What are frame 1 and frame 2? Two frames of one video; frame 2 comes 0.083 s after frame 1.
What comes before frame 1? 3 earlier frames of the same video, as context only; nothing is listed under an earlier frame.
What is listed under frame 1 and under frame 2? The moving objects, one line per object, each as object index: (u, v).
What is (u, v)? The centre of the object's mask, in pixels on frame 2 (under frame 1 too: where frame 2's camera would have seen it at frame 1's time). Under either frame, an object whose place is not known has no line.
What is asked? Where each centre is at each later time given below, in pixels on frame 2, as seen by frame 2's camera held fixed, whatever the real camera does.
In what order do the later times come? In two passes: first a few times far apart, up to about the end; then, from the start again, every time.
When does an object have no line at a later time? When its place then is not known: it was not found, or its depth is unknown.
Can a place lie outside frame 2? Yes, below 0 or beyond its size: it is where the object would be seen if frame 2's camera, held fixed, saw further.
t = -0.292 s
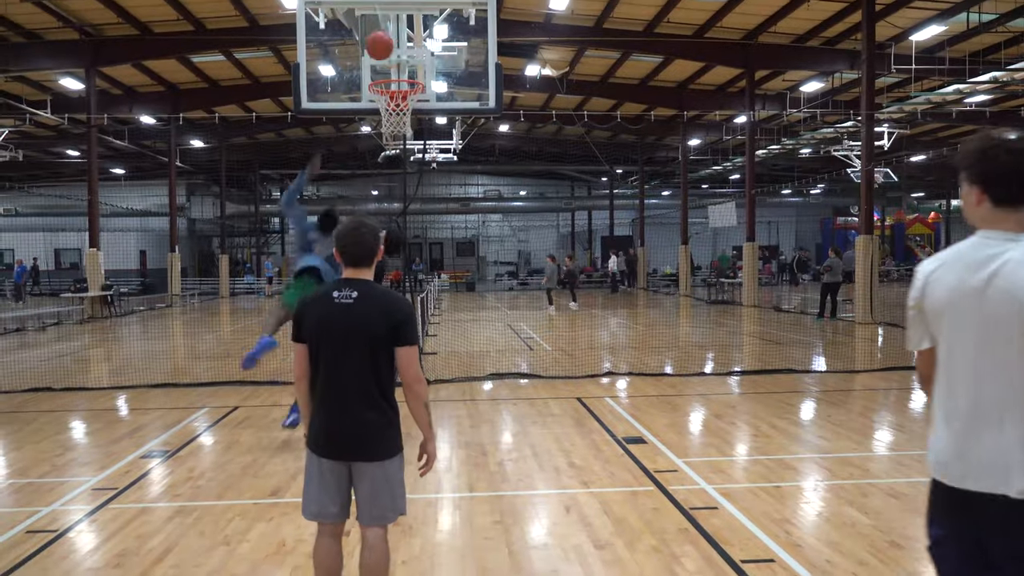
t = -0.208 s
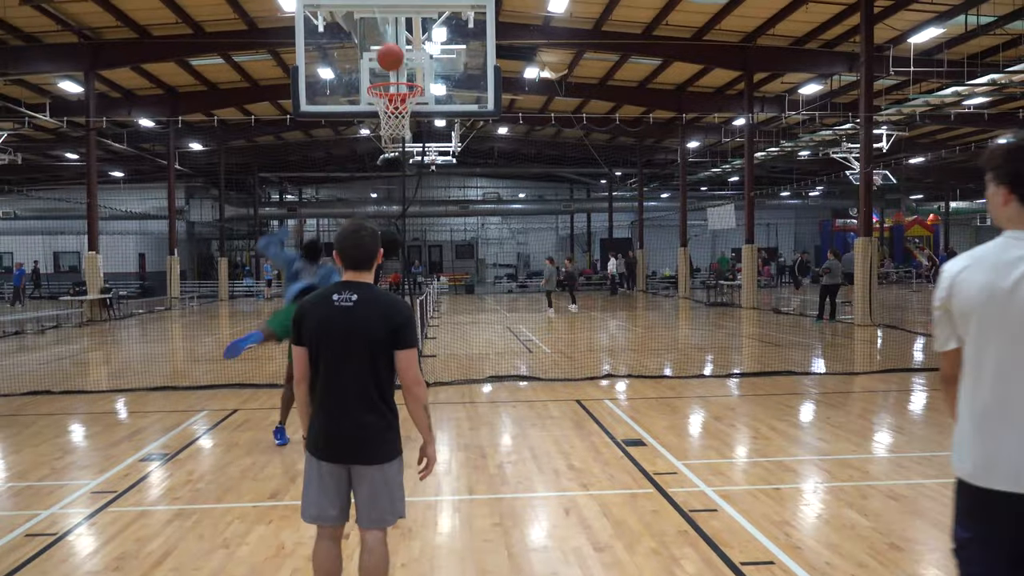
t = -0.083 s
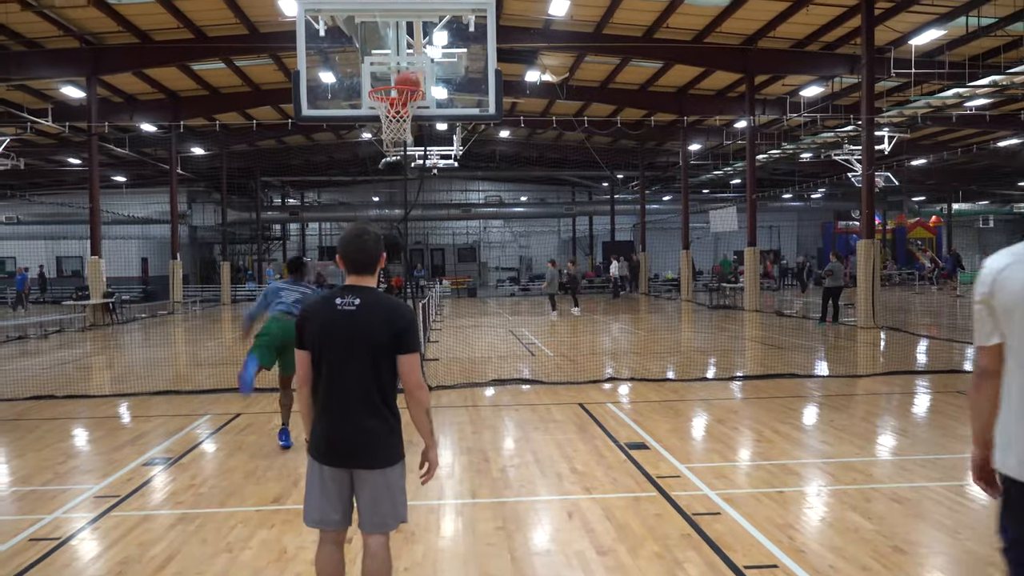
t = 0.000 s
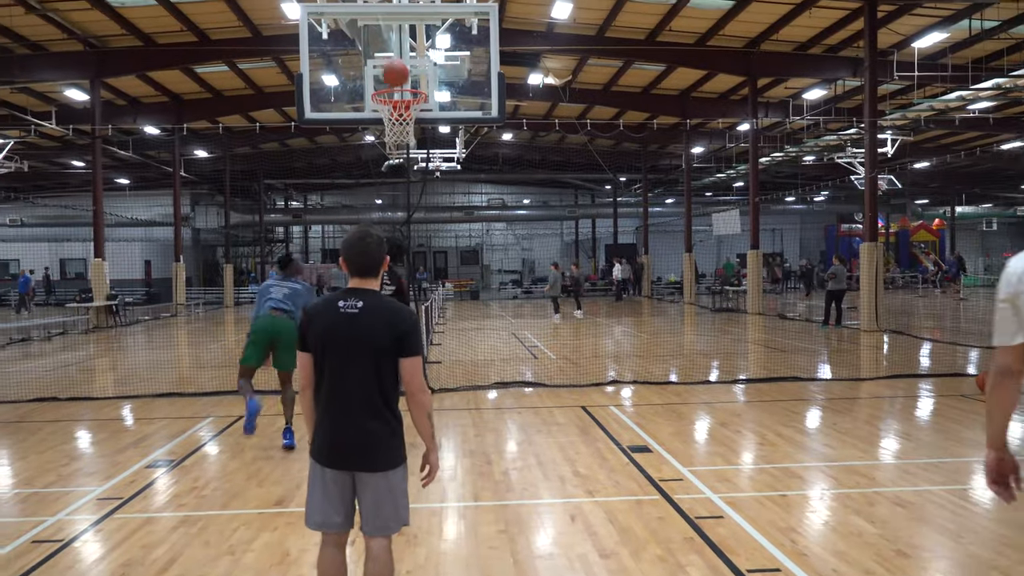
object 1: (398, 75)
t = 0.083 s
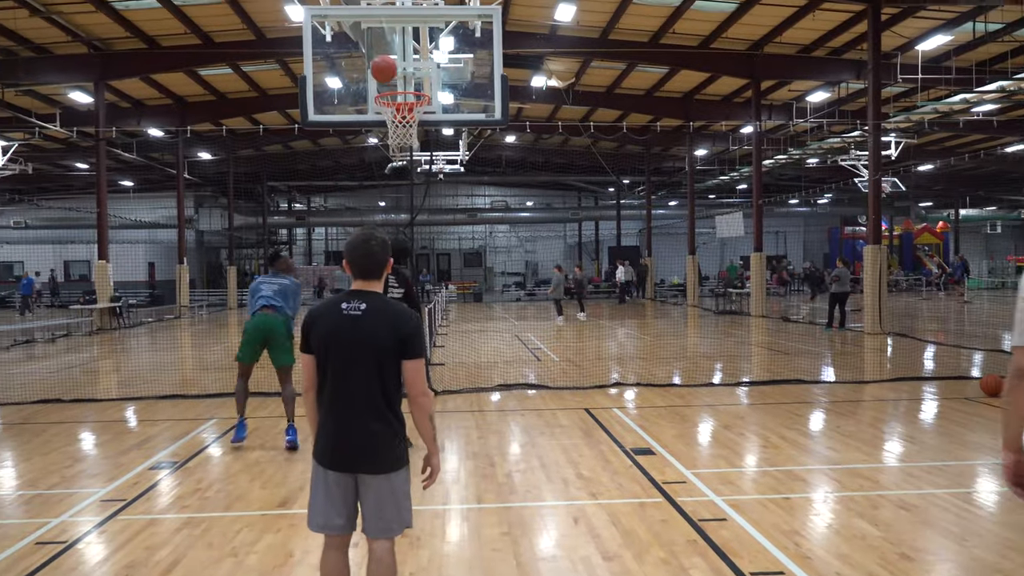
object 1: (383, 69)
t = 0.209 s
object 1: (360, 72)
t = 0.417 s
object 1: (324, 119)
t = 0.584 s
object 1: (296, 195)
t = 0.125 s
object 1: (376, 68)
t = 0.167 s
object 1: (369, 69)
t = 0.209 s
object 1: (360, 72)
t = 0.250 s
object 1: (354, 77)
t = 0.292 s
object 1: (346, 85)
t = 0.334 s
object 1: (338, 96)
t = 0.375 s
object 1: (332, 104)
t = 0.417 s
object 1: (324, 119)
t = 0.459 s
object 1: (317, 136)
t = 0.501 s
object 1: (310, 153)
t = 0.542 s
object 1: (303, 173)
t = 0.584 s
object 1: (296, 195)
